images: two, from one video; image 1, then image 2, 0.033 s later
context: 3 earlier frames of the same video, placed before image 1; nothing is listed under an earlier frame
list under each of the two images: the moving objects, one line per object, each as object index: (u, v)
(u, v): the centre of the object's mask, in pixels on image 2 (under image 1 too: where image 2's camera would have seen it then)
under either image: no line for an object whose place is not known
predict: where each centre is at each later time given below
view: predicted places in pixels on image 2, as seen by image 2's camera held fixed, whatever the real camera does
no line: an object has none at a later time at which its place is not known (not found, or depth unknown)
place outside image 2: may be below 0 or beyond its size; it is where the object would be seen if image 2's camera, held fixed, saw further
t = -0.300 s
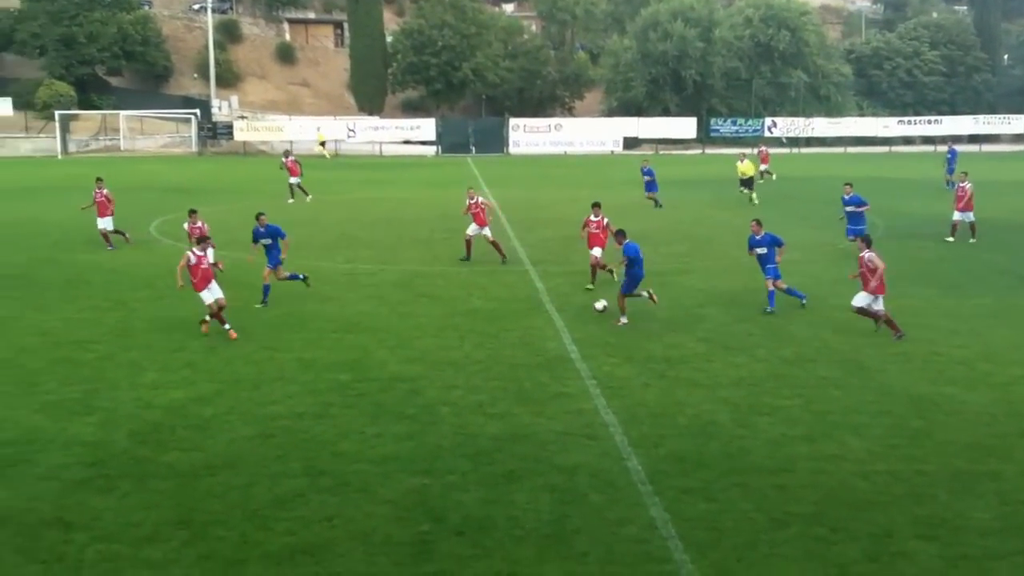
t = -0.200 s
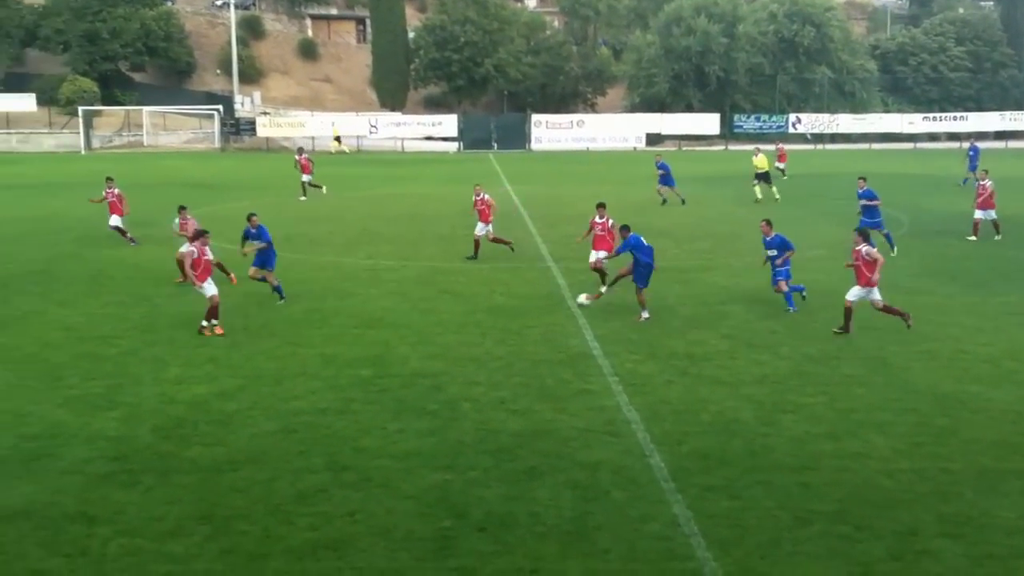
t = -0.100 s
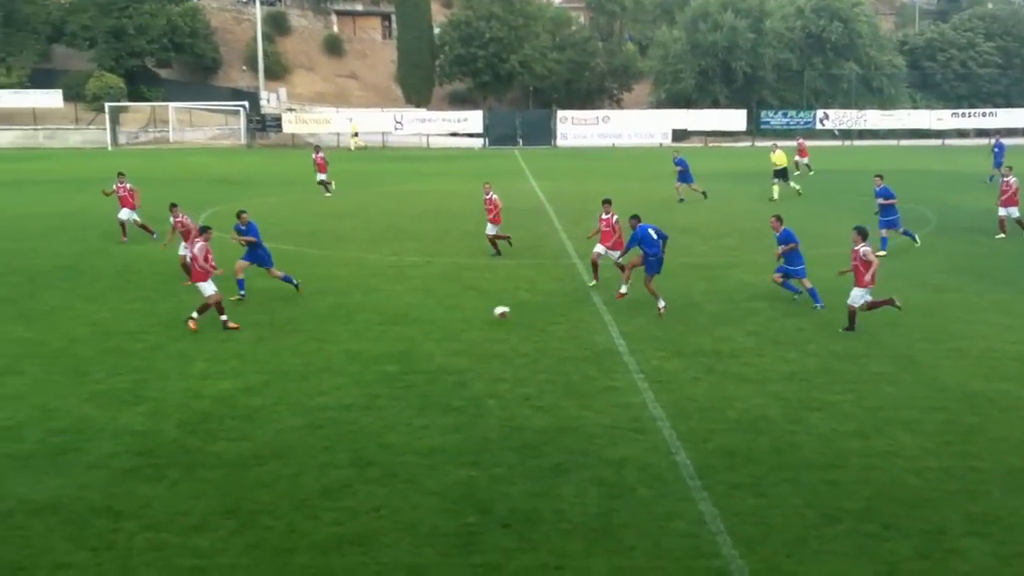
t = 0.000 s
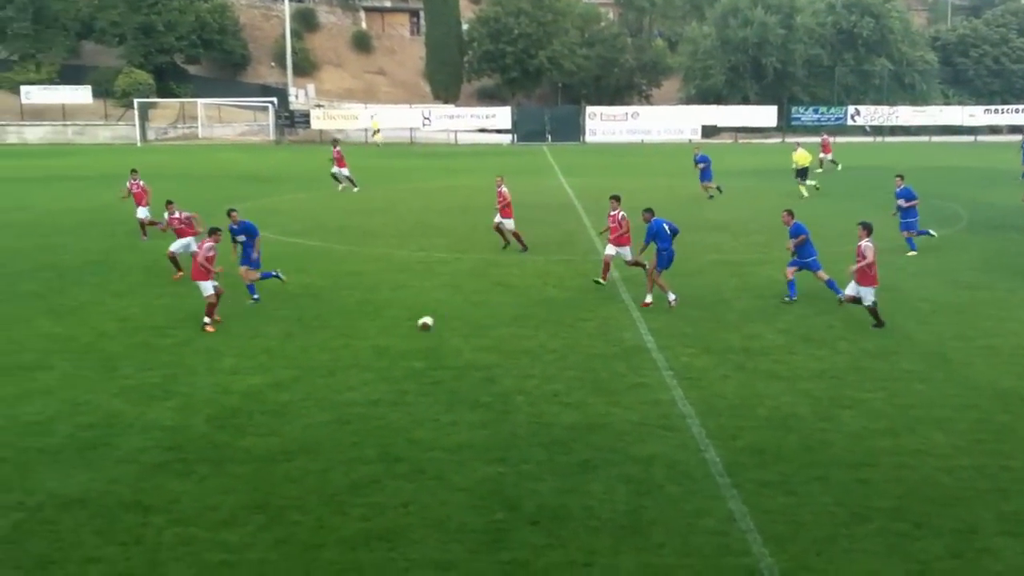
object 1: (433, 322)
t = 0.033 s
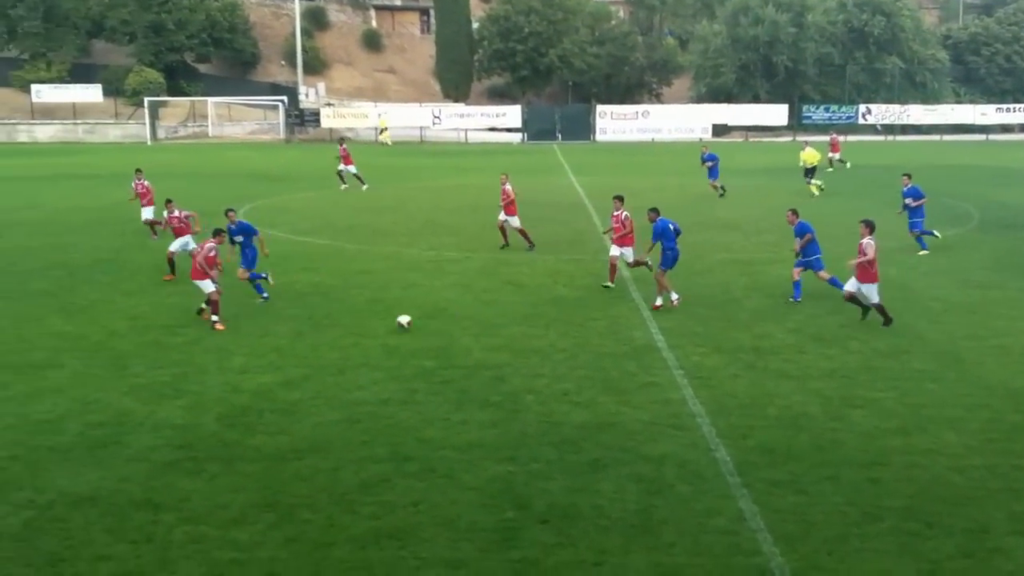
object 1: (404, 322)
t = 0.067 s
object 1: (375, 322)
